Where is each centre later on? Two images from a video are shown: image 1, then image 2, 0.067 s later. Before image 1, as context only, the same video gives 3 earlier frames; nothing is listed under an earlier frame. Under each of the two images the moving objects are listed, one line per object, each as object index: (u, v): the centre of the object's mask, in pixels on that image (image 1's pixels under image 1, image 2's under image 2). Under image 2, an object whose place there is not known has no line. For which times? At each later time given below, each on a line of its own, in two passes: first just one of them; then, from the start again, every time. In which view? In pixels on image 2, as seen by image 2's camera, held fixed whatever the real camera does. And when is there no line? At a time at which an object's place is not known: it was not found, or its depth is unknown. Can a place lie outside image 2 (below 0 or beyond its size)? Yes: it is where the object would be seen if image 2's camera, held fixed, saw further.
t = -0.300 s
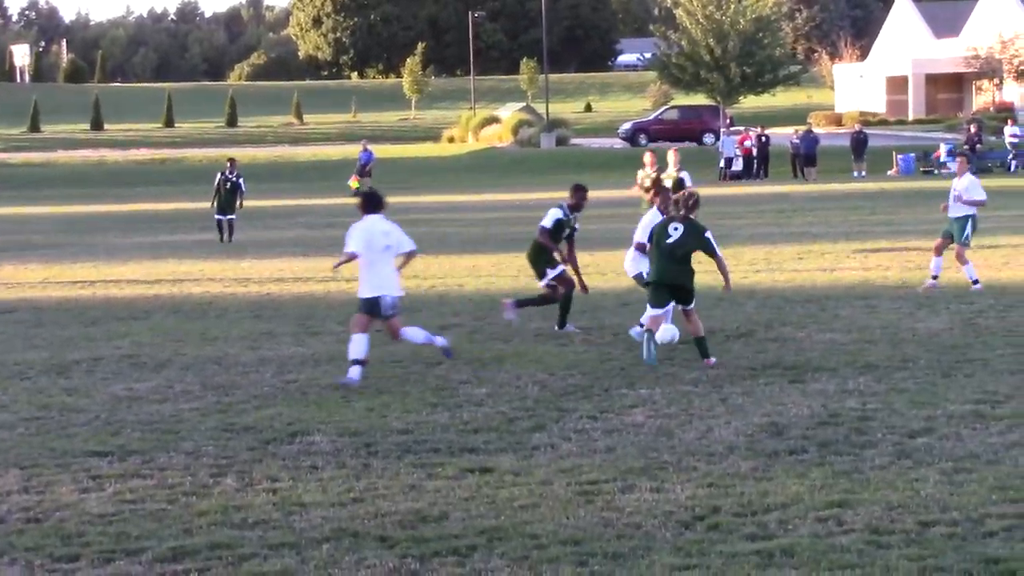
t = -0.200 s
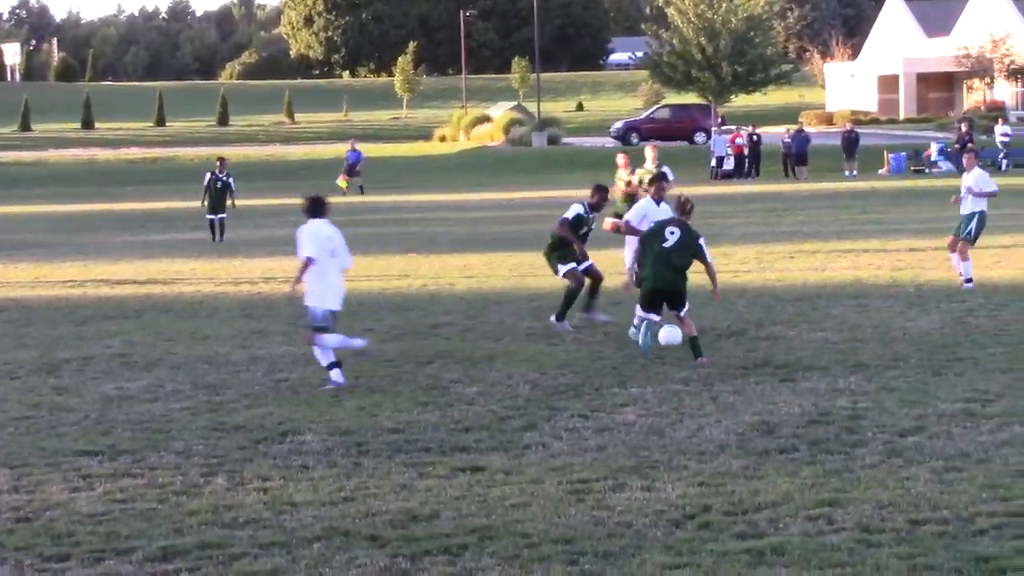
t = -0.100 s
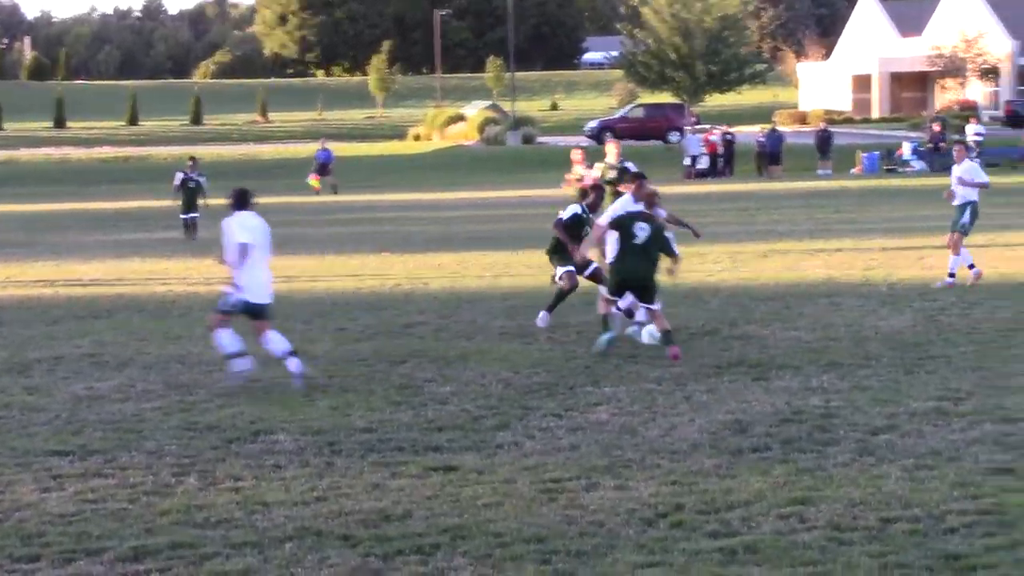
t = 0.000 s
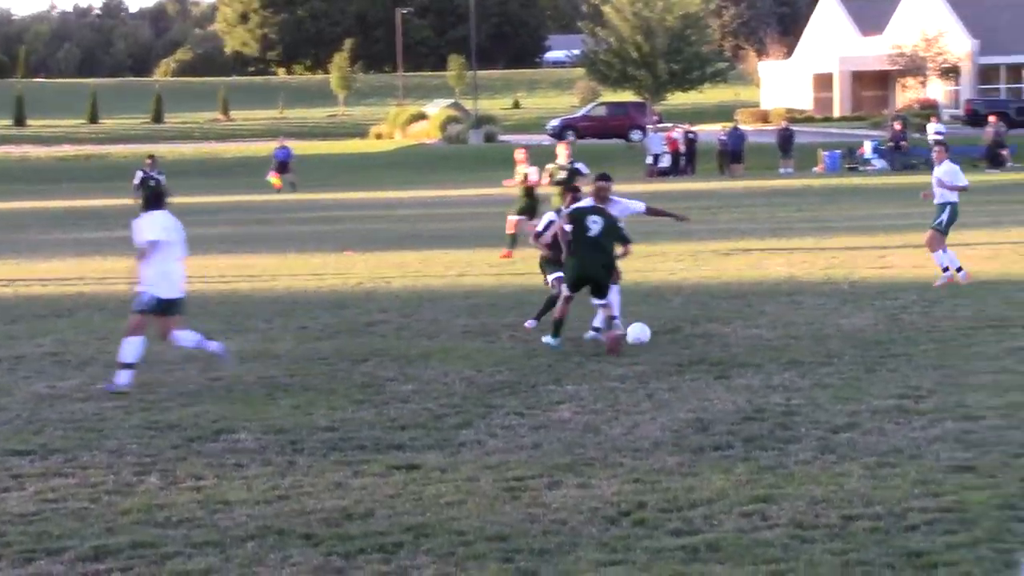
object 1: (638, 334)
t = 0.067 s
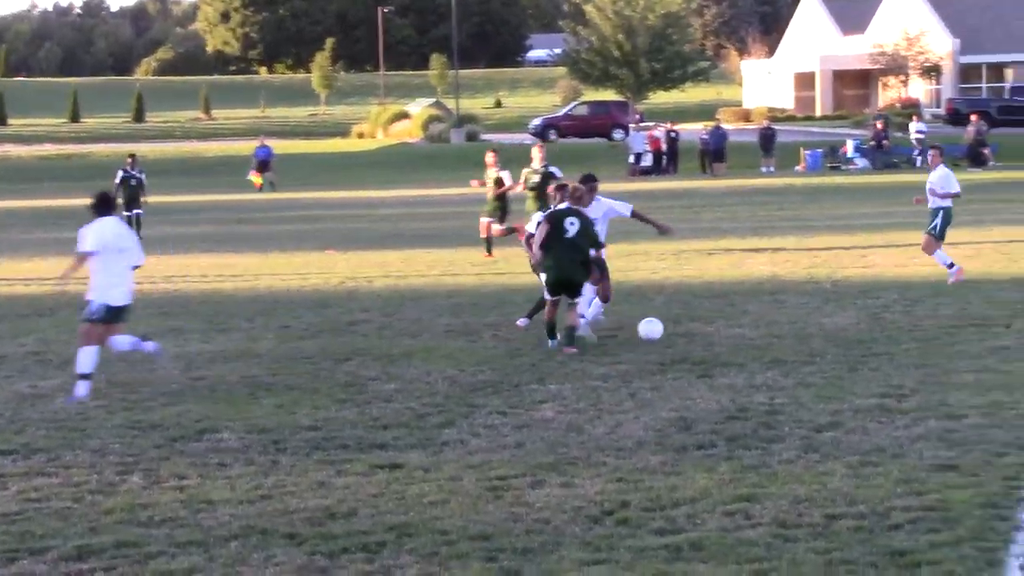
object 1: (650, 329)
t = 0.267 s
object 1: (734, 333)
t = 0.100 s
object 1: (664, 328)
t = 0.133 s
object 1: (678, 328)
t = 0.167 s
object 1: (694, 330)
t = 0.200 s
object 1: (708, 333)
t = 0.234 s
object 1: (723, 334)
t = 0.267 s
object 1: (734, 333)
